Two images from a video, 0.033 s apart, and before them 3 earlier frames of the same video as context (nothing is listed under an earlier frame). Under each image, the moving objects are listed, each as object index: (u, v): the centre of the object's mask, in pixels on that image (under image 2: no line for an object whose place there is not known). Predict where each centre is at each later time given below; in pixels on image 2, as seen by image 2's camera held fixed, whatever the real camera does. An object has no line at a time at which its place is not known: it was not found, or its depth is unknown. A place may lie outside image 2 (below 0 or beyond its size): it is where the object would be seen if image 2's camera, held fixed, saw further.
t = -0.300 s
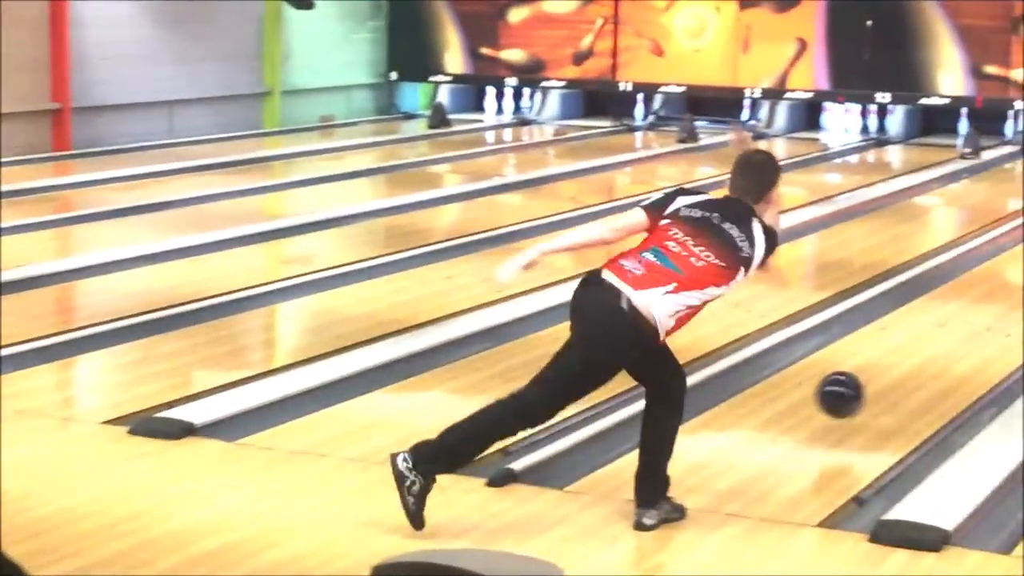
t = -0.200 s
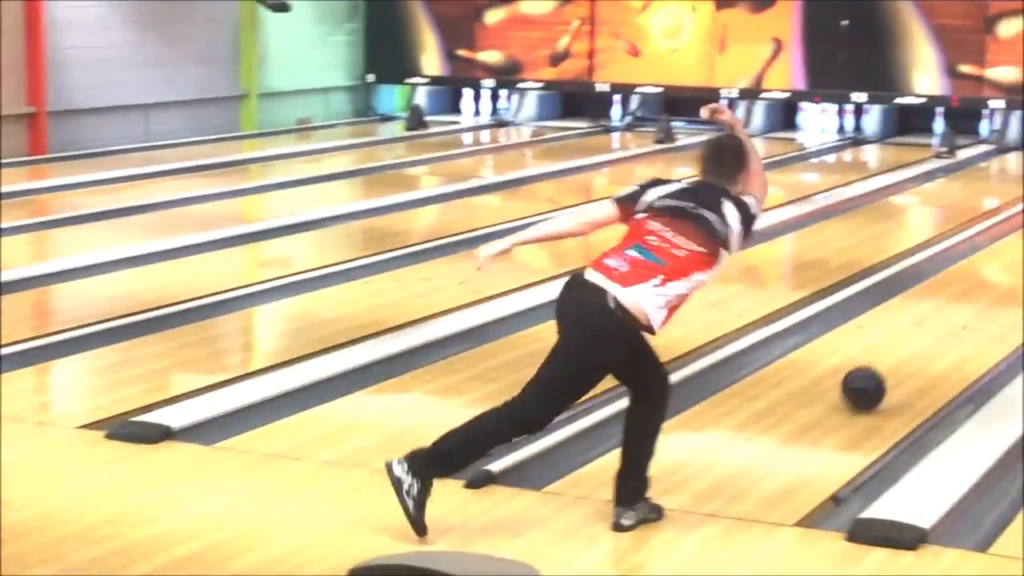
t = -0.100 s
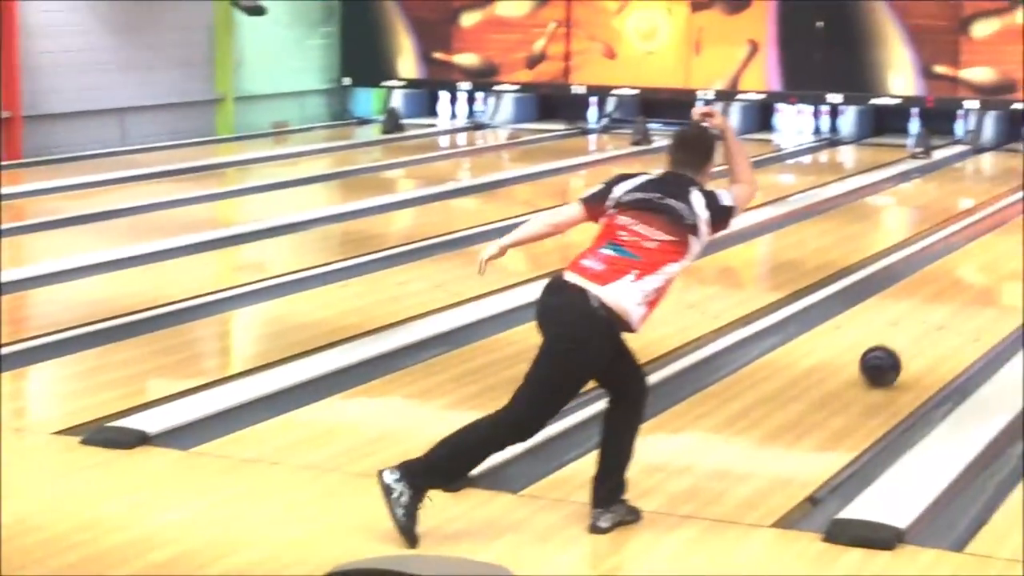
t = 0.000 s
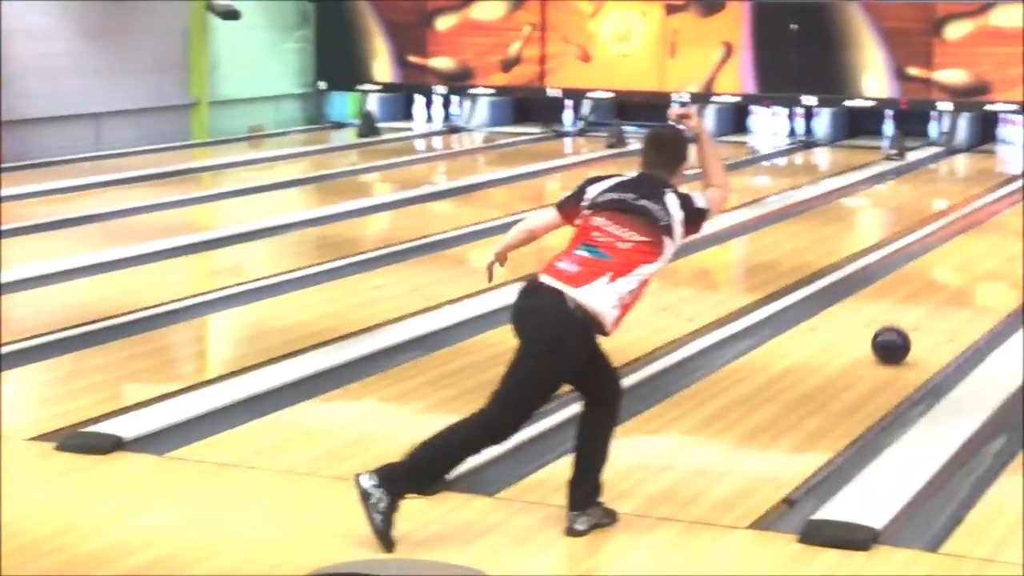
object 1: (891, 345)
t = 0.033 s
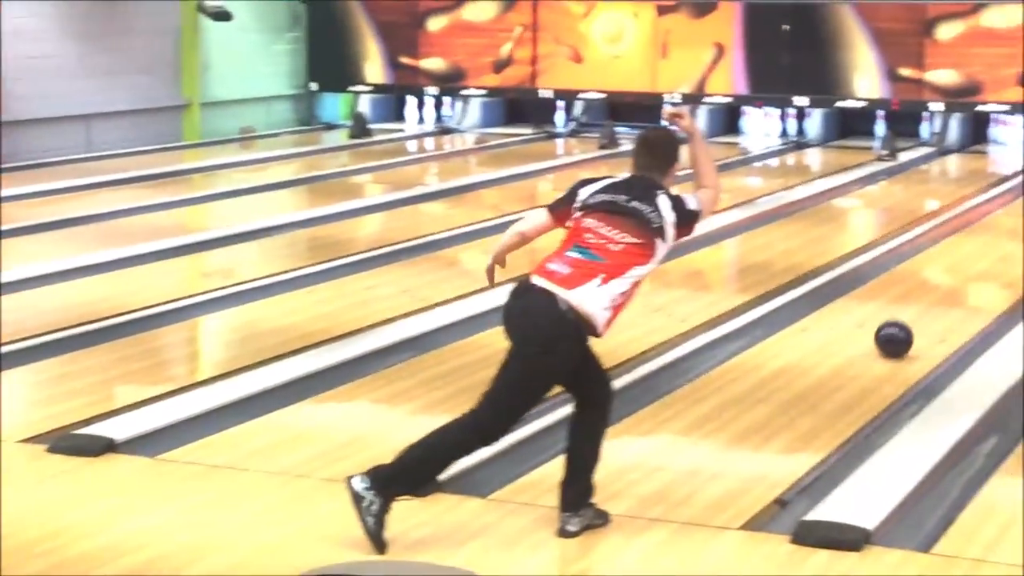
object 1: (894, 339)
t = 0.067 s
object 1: (904, 333)
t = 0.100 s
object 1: (914, 327)
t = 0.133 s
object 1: (924, 321)
